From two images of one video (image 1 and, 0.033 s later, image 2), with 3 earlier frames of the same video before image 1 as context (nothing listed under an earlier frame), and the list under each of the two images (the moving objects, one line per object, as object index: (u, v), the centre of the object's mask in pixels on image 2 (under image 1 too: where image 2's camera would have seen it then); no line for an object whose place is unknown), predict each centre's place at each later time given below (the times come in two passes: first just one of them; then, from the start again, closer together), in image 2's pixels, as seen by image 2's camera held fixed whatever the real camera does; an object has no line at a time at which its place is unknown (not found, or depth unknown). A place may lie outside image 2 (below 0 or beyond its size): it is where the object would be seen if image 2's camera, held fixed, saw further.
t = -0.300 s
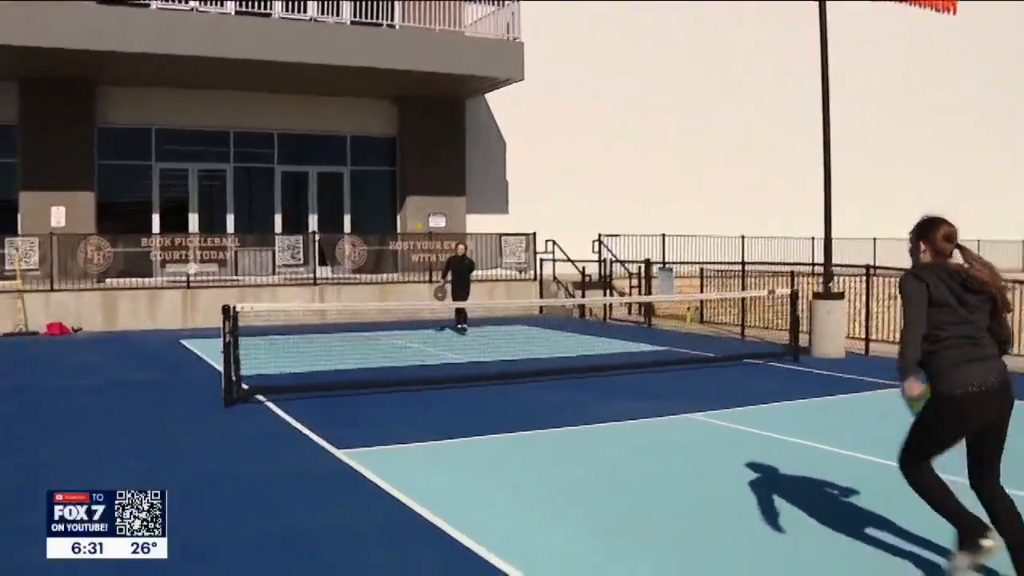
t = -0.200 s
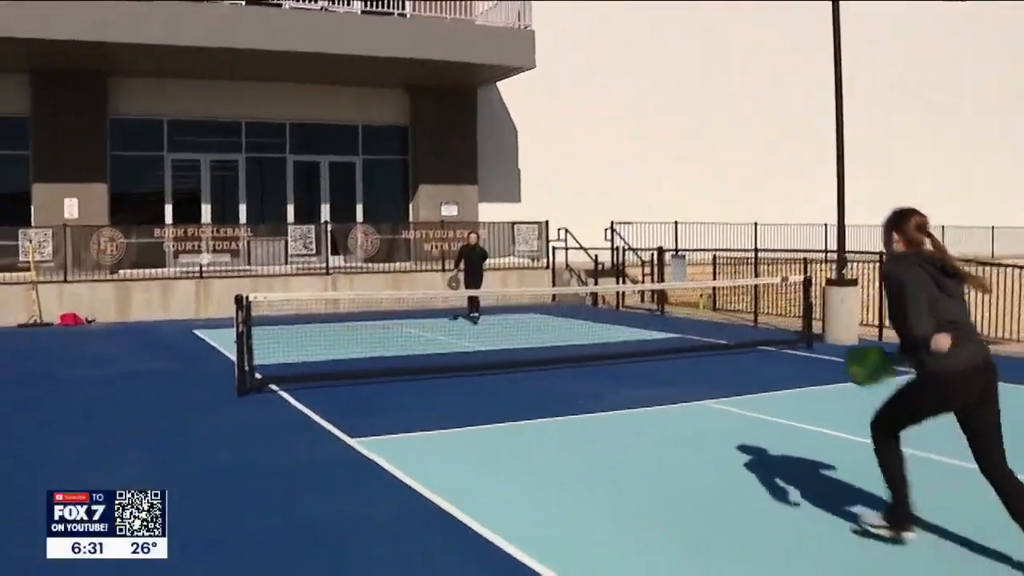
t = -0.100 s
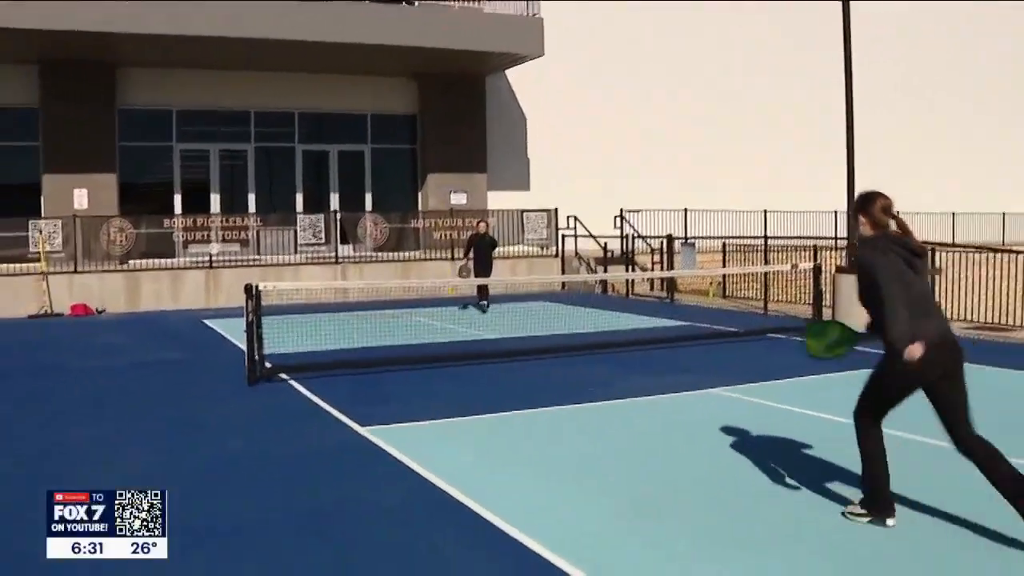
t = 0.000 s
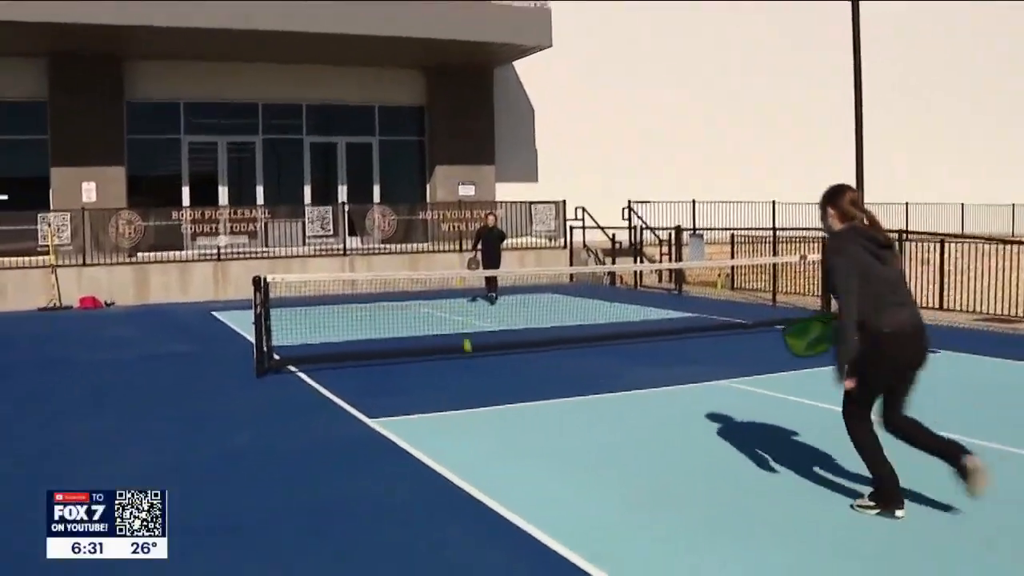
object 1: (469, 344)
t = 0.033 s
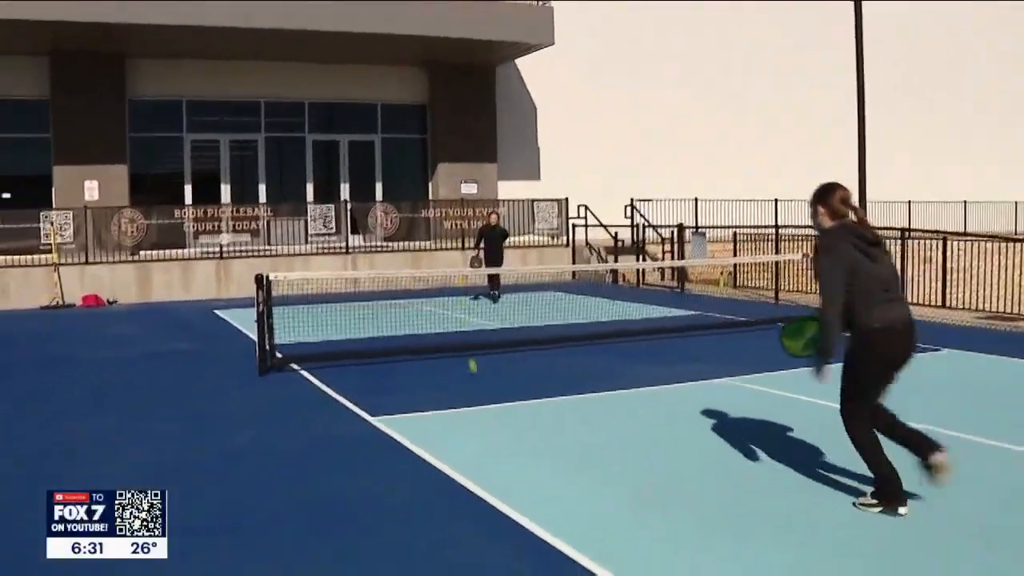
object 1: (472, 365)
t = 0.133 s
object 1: (478, 342)
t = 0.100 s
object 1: (477, 352)
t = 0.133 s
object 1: (478, 342)
